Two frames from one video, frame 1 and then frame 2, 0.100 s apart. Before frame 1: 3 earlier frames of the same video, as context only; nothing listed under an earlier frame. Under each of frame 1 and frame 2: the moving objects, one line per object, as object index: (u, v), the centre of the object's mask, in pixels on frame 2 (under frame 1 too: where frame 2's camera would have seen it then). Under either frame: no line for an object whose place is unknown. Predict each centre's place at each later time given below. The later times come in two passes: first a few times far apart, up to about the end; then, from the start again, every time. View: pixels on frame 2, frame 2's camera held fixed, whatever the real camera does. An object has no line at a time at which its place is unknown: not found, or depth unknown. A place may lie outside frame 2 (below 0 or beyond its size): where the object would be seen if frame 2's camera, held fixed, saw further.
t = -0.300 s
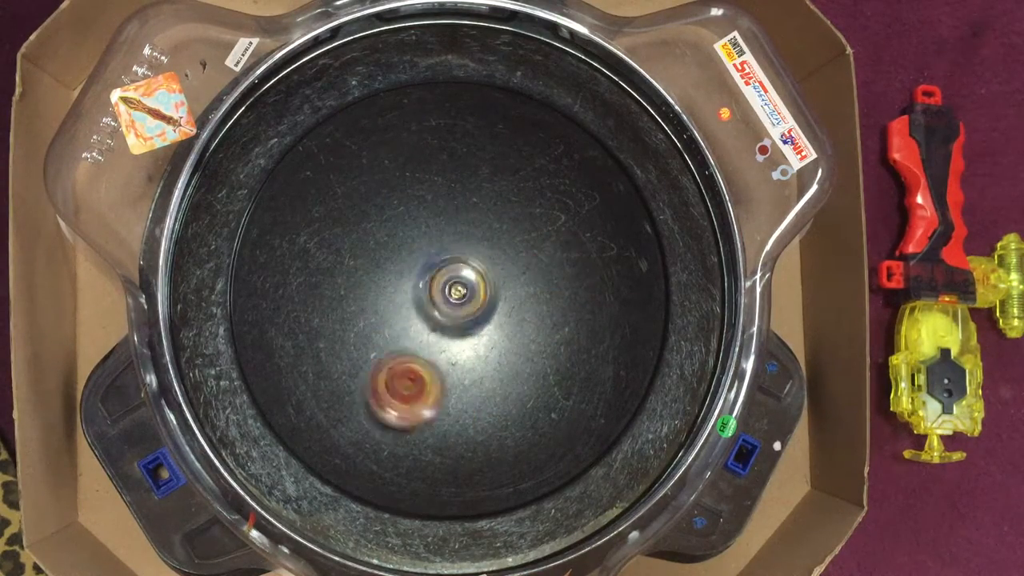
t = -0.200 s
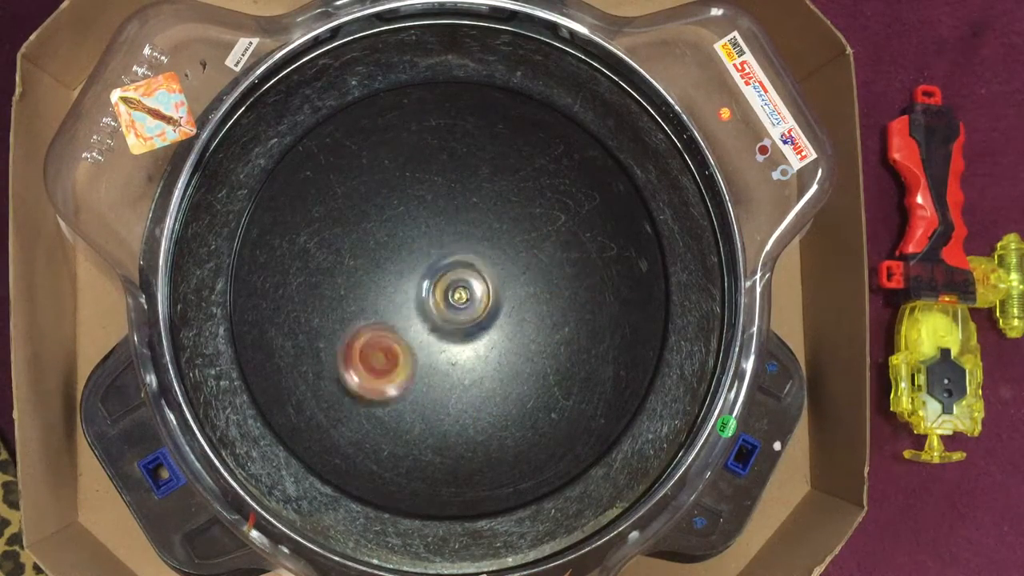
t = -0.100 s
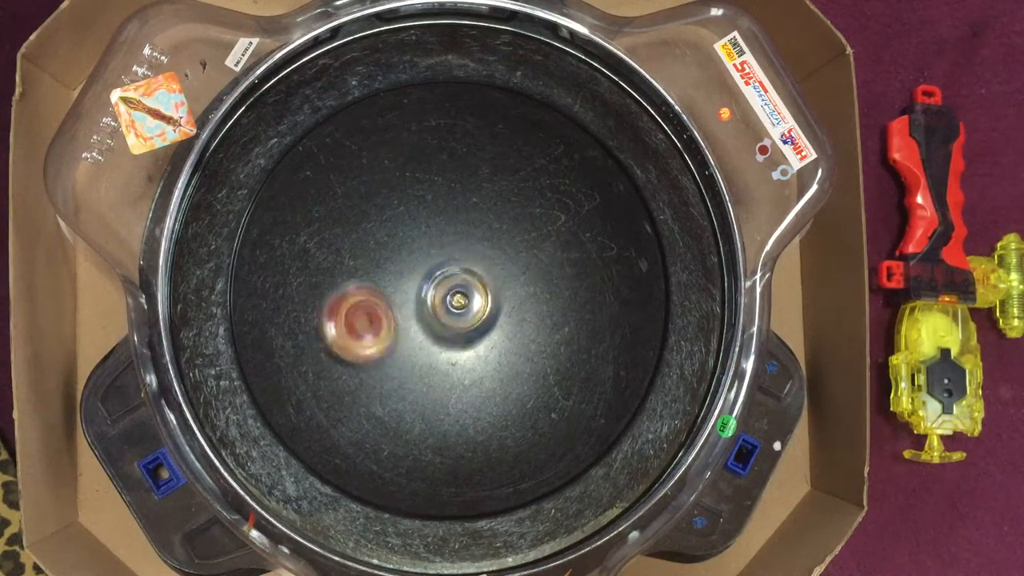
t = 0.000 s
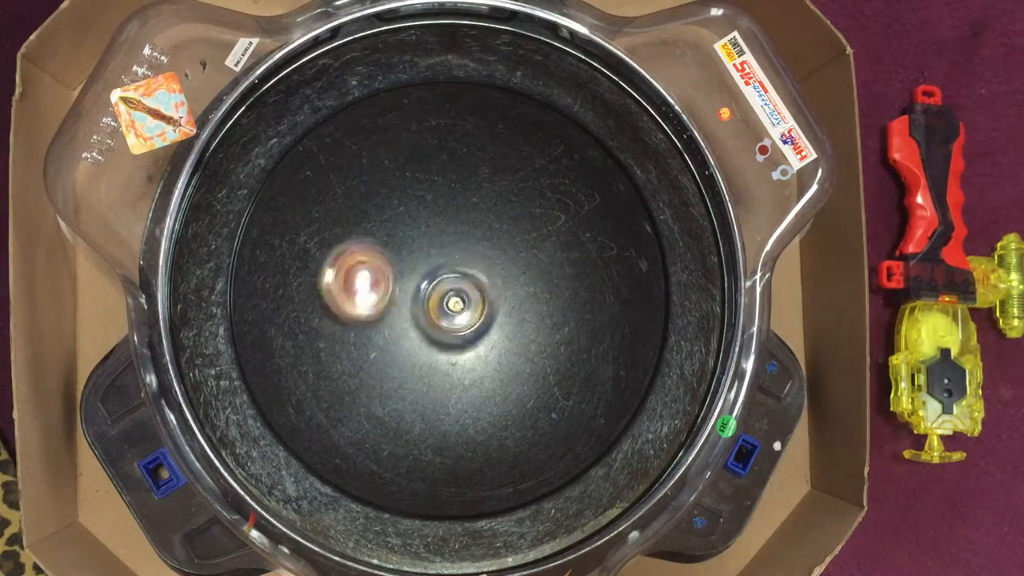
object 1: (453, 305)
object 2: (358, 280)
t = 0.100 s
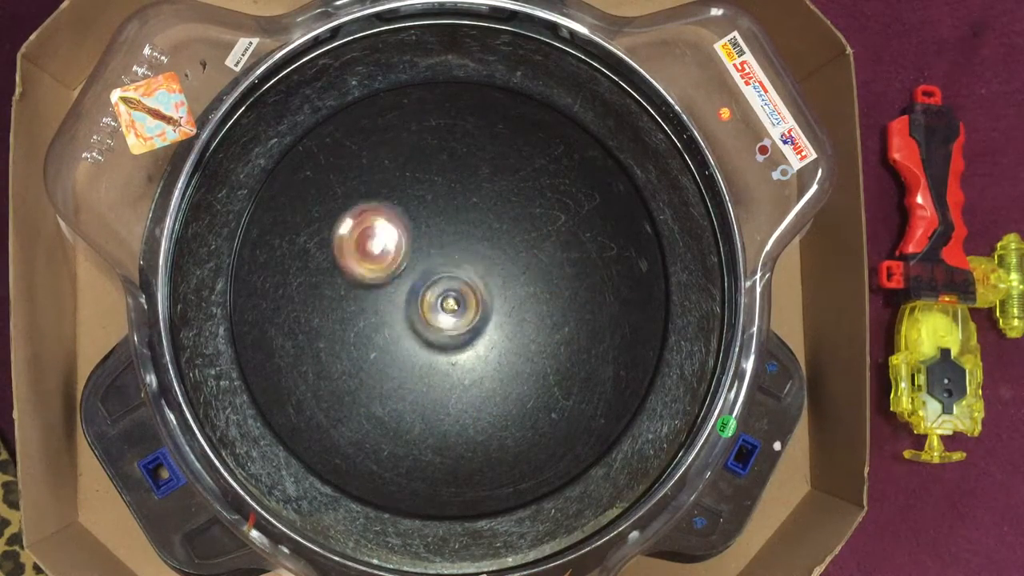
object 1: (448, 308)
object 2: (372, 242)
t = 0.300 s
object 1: (442, 300)
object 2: (432, 198)
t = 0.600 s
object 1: (454, 288)
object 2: (532, 246)
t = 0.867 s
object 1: (459, 300)
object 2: (531, 350)
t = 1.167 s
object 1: (445, 299)
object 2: (428, 391)
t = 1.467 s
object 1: (450, 291)
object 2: (364, 299)
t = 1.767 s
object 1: (457, 299)
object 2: (425, 208)
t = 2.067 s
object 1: (445, 302)
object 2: (521, 245)
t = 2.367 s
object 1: (448, 288)
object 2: (513, 357)
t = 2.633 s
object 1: (456, 297)
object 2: (425, 384)
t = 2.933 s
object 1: (463, 309)
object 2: (371, 292)
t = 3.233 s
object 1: (468, 316)
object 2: (441, 215)
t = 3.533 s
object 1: (447, 311)
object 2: (531, 260)
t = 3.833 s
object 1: (446, 293)
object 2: (511, 353)
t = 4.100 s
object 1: (461, 290)
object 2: (421, 361)
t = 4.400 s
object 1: (465, 303)
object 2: (385, 269)
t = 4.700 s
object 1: (438, 327)
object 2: (472, 201)
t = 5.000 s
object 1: (420, 326)
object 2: (473, 257)
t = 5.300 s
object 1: (407, 307)
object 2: (469, 262)
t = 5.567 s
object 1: (366, 277)
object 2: (498, 282)
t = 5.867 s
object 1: (399, 315)
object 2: (465, 289)
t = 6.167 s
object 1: (404, 305)
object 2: (476, 293)
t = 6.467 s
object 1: (384, 282)
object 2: (448, 321)
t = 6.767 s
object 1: (407, 278)
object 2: (406, 341)
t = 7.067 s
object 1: (413, 280)
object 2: (403, 342)
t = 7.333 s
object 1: (417, 282)
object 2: (417, 346)
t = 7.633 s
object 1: (420, 282)
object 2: (415, 345)
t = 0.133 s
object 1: (447, 308)
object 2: (379, 232)
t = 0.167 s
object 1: (445, 308)
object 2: (387, 222)
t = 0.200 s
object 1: (443, 304)
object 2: (398, 213)
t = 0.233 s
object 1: (443, 303)
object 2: (409, 207)
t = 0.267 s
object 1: (442, 302)
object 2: (419, 202)
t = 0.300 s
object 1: (442, 300)
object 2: (432, 198)
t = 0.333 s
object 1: (443, 297)
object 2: (444, 198)
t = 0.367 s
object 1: (444, 297)
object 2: (457, 197)
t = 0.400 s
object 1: (445, 295)
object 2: (470, 199)
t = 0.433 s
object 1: (445, 293)
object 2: (481, 203)
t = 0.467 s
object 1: (448, 290)
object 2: (494, 209)
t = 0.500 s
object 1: (449, 290)
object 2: (505, 216)
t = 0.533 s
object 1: (451, 290)
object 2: (515, 224)
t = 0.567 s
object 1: (452, 289)
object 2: (524, 235)
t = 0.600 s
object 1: (454, 288)
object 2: (532, 246)
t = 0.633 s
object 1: (455, 291)
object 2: (538, 258)
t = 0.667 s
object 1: (457, 291)
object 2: (542, 271)
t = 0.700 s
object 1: (458, 293)
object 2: (545, 285)
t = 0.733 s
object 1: (459, 294)
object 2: (546, 300)
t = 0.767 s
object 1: (459, 297)
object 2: (545, 312)
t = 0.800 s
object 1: (459, 297)
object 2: (541, 326)
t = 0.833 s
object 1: (460, 300)
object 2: (537, 339)
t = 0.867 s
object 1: (459, 300)
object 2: (531, 350)
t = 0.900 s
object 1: (457, 301)
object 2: (523, 361)
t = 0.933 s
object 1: (454, 302)
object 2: (513, 370)
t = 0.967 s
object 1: (453, 303)
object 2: (503, 379)
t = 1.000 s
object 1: (451, 304)
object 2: (491, 385)
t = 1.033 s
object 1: (451, 304)
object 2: (478, 391)
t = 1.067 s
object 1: (447, 303)
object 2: (466, 393)
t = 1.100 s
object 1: (447, 302)
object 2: (453, 394)
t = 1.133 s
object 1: (446, 301)
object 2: (441, 393)
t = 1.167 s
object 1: (445, 299)
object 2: (428, 391)
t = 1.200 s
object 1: (443, 298)
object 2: (417, 386)
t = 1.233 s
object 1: (444, 297)
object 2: (405, 380)
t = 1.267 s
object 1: (441, 298)
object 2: (396, 373)
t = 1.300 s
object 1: (443, 297)
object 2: (386, 362)
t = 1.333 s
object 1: (443, 297)
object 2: (379, 352)
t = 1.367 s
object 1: (445, 294)
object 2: (373, 339)
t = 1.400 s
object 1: (446, 293)
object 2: (368, 326)
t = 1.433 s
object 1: (448, 291)
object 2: (365, 312)
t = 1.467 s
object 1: (450, 291)
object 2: (364, 299)
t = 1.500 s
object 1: (453, 290)
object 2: (366, 285)
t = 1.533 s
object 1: (454, 292)
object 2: (367, 272)
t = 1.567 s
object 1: (456, 292)
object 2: (372, 259)
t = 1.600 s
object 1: (458, 294)
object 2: (378, 247)
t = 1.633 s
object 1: (458, 294)
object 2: (386, 237)
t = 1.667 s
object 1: (457, 296)
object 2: (394, 227)
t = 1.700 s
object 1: (458, 297)
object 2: (404, 220)
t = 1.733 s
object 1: (458, 298)
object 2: (414, 213)
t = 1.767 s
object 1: (457, 299)
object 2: (425, 208)
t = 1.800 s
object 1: (456, 300)
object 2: (438, 206)
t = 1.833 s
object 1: (454, 301)
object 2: (449, 204)
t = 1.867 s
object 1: (453, 302)
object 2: (461, 205)
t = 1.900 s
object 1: (451, 303)
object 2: (472, 207)
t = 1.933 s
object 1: (450, 303)
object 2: (484, 211)
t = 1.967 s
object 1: (448, 304)
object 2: (495, 218)
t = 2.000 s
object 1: (446, 304)
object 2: (505, 225)
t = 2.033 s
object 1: (445, 303)
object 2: (514, 234)
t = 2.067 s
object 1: (445, 302)
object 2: (521, 245)
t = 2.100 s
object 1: (444, 300)
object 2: (527, 255)
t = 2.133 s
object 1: (444, 298)
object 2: (532, 268)
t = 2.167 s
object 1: (445, 297)
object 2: (534, 281)
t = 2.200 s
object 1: (445, 295)
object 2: (534, 295)
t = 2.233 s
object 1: (445, 296)
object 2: (534, 308)
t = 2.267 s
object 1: (446, 292)
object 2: (530, 322)
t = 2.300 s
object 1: (446, 292)
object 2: (527, 335)
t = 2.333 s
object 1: (447, 290)
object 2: (521, 347)
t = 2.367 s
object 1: (448, 288)
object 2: (513, 357)
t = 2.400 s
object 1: (448, 290)
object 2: (503, 367)
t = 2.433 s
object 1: (450, 291)
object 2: (493, 375)
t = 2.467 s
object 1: (451, 293)
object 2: (482, 381)
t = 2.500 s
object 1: (454, 291)
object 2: (470, 385)
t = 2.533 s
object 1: (454, 295)
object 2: (460, 388)
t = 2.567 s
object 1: (456, 295)
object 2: (448, 388)
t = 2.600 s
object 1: (456, 296)
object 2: (436, 387)
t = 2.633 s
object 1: (456, 297)
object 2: (425, 384)
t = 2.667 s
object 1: (457, 300)
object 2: (416, 380)
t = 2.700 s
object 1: (456, 300)
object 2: (406, 372)
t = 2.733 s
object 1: (455, 301)
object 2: (397, 363)
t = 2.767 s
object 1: (455, 301)
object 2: (390, 354)
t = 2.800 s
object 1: (457, 301)
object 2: (384, 343)
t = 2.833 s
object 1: (456, 302)
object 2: (379, 332)
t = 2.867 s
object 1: (454, 306)
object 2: (376, 319)
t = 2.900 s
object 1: (455, 307)
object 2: (374, 306)
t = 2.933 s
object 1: (463, 309)
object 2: (371, 292)
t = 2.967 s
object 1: (467, 308)
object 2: (372, 279)
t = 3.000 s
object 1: (468, 309)
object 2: (375, 267)
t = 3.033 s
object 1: (470, 310)
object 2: (382, 254)
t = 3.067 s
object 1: (470, 311)
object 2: (389, 245)
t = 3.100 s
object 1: (470, 313)
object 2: (398, 236)
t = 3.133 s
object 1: (471, 314)
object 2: (408, 228)
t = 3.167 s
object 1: (470, 315)
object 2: (418, 221)
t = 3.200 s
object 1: (468, 316)
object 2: (429, 217)
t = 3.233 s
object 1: (468, 316)
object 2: (441, 215)
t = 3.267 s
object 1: (468, 316)
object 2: (451, 214)
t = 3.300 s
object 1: (466, 316)
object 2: (462, 216)
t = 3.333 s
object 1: (464, 315)
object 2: (475, 219)
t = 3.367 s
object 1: (461, 313)
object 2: (485, 224)
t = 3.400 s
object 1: (461, 312)
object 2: (496, 231)
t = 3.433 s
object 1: (460, 312)
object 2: (504, 238)
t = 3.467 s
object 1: (456, 313)
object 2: (517, 244)
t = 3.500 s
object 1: (451, 314)
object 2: (526, 250)
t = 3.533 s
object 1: (447, 311)
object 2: (531, 260)
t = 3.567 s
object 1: (449, 306)
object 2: (535, 268)
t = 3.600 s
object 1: (451, 308)
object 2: (537, 280)
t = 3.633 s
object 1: (452, 307)
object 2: (538, 291)
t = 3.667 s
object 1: (449, 306)
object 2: (536, 303)
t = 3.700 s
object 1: (444, 301)
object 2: (536, 313)
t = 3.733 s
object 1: (441, 299)
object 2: (533, 325)
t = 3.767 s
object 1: (446, 297)
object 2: (527, 334)
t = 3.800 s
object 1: (448, 296)
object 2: (519, 344)
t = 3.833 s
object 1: (446, 293)
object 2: (511, 353)
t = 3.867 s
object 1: (448, 293)
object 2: (501, 361)
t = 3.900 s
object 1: (454, 289)
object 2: (489, 366)
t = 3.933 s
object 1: (454, 290)
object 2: (478, 370)
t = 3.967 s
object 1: (453, 289)
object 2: (466, 373)
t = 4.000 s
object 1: (458, 287)
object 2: (453, 374)
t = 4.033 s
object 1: (460, 288)
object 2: (442, 371)
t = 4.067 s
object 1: (459, 289)
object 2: (430, 367)
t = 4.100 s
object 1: (461, 290)
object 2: (421, 361)
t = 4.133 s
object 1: (464, 291)
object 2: (413, 355)
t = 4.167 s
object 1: (465, 292)
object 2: (404, 346)
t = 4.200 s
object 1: (467, 293)
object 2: (394, 338)
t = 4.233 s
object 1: (470, 295)
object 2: (386, 326)
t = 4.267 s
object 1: (469, 296)
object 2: (381, 312)
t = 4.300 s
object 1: (468, 298)
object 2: (380, 300)
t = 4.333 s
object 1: (467, 297)
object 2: (380, 290)
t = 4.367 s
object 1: (465, 296)
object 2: (383, 279)
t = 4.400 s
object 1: (465, 303)
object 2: (385, 269)
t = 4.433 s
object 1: (461, 304)
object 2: (390, 258)
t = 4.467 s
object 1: (460, 304)
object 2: (397, 249)
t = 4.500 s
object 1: (459, 303)
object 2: (406, 239)
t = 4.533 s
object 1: (456, 306)
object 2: (414, 232)
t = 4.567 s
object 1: (457, 305)
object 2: (425, 227)
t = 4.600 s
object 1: (454, 305)
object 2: (435, 224)
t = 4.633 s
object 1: (452, 309)
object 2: (448, 220)
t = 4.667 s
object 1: (444, 321)
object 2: (460, 208)
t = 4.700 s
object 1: (438, 327)
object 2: (472, 201)
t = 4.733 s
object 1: (436, 334)
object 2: (480, 195)
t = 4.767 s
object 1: (430, 337)
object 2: (487, 195)
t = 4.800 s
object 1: (428, 337)
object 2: (491, 199)
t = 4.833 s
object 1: (425, 334)
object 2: (491, 210)
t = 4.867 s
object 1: (425, 333)
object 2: (489, 221)
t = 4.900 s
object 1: (422, 329)
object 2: (484, 234)
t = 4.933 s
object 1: (425, 326)
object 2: (479, 246)
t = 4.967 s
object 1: (420, 324)
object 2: (473, 253)
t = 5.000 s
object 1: (420, 326)
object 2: (473, 257)
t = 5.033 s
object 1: (412, 327)
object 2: (471, 261)
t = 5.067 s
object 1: (405, 327)
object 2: (471, 263)
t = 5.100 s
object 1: (401, 320)
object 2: (468, 263)
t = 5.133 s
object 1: (403, 318)
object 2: (467, 262)
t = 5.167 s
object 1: (404, 318)
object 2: (464, 261)
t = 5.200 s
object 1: (406, 315)
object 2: (463, 261)
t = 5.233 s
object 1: (413, 316)
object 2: (465, 261)
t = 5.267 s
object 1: (408, 313)
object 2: (465, 261)
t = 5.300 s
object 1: (407, 307)
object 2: (469, 262)
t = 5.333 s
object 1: (402, 298)
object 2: (481, 262)
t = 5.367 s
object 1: (394, 289)
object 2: (488, 263)
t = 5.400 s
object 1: (385, 283)
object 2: (492, 265)
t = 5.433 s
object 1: (378, 278)
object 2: (496, 268)
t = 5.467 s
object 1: (371, 276)
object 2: (497, 270)
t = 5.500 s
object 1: (367, 277)
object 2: (499, 272)
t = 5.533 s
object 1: (366, 277)
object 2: (499, 276)
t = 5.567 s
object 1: (366, 277)
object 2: (498, 282)
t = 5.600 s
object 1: (368, 277)
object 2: (494, 288)
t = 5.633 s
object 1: (371, 276)
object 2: (488, 292)
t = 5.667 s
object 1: (378, 278)
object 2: (483, 295)
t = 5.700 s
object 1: (386, 282)
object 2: (476, 296)
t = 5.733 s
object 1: (394, 289)
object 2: (471, 294)
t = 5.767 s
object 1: (400, 296)
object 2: (468, 292)
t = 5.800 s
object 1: (401, 305)
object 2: (466, 290)
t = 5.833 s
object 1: (400, 310)
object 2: (467, 289)
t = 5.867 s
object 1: (399, 315)
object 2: (465, 289)
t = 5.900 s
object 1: (397, 319)
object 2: (465, 286)
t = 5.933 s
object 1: (395, 321)
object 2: (469, 284)
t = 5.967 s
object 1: (394, 321)
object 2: (471, 285)
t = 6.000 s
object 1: (395, 321)
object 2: (473, 286)
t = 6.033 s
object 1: (397, 319)
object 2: (475, 286)
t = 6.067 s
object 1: (399, 317)
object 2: (477, 288)
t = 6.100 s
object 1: (400, 313)
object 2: (476, 290)
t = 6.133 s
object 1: (402, 309)
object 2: (476, 292)
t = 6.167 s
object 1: (404, 305)
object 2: (476, 293)
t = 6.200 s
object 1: (403, 302)
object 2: (474, 295)
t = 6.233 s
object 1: (401, 298)
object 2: (472, 298)
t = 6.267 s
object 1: (398, 293)
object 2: (472, 302)
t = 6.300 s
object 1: (393, 288)
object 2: (470, 306)
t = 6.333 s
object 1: (389, 285)
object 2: (467, 311)
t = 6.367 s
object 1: (386, 285)
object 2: (463, 313)
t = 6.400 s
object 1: (385, 285)
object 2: (458, 316)
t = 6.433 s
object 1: (385, 284)
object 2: (453, 318)
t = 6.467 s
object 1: (384, 282)
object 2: (448, 321)
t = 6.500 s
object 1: (384, 282)
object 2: (442, 324)
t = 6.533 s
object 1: (387, 281)
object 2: (437, 327)
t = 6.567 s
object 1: (388, 280)
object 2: (431, 330)
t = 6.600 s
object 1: (391, 278)
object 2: (425, 333)
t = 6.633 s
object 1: (395, 279)
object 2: (421, 336)
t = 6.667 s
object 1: (398, 278)
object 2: (418, 339)
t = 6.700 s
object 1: (401, 278)
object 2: (414, 341)
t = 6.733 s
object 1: (404, 278)
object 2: (410, 341)
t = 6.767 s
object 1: (407, 278)
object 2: (406, 341)
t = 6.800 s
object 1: (409, 278)
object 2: (405, 342)
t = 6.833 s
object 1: (411, 279)
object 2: (402, 342)
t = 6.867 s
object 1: (412, 280)
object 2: (402, 342)
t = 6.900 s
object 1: (413, 280)
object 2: (402, 341)
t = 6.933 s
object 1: (413, 280)
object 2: (401, 341)
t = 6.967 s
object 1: (413, 280)
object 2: (402, 342)
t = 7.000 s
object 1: (413, 280)
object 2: (402, 342)
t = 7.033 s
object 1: (413, 280)
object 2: (402, 342)
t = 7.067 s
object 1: (413, 280)
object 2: (403, 342)
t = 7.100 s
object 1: (413, 280)
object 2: (405, 342)
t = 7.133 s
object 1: (413, 281)
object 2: (406, 342)
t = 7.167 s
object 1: (414, 281)
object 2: (408, 343)
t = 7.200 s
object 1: (415, 281)
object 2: (412, 344)
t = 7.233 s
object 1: (415, 281)
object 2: (416, 345)
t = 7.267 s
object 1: (416, 281)
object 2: (418, 346)
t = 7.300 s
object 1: (417, 281)
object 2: (418, 346)
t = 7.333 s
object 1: (417, 282)
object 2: (417, 346)
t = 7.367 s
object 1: (419, 282)
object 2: (415, 345)
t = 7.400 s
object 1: (420, 282)
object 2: (415, 345)
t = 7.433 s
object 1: (420, 282)
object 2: (415, 345)
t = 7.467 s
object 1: (420, 282)
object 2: (415, 345)
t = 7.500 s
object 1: (420, 282)
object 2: (415, 345)
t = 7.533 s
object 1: (420, 282)
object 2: (415, 345)
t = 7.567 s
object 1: (420, 282)
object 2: (415, 345)
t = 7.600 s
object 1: (420, 282)
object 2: (415, 345)
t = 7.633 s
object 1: (420, 282)
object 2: (415, 345)
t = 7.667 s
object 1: (420, 282)
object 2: (415, 345)
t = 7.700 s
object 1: (420, 282)
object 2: (415, 345)
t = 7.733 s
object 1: (420, 282)
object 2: (415, 345)
